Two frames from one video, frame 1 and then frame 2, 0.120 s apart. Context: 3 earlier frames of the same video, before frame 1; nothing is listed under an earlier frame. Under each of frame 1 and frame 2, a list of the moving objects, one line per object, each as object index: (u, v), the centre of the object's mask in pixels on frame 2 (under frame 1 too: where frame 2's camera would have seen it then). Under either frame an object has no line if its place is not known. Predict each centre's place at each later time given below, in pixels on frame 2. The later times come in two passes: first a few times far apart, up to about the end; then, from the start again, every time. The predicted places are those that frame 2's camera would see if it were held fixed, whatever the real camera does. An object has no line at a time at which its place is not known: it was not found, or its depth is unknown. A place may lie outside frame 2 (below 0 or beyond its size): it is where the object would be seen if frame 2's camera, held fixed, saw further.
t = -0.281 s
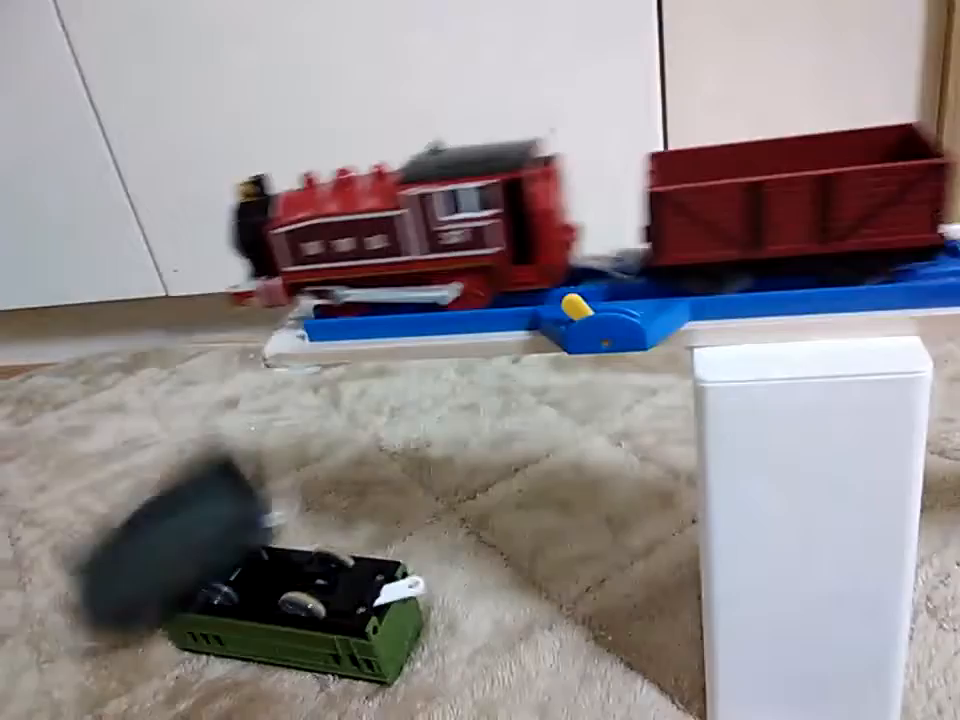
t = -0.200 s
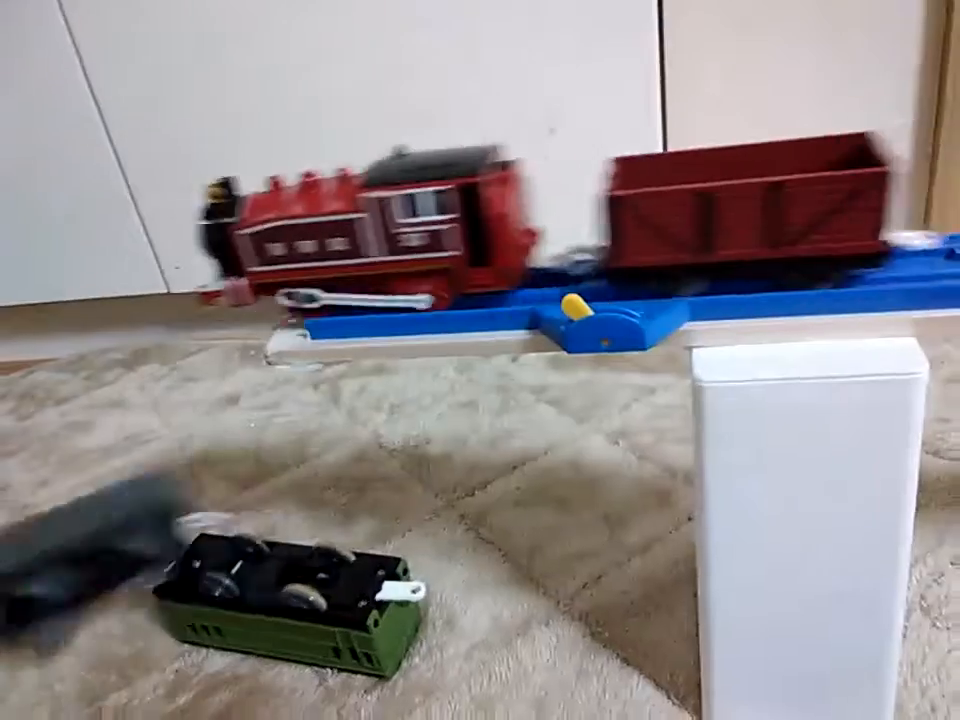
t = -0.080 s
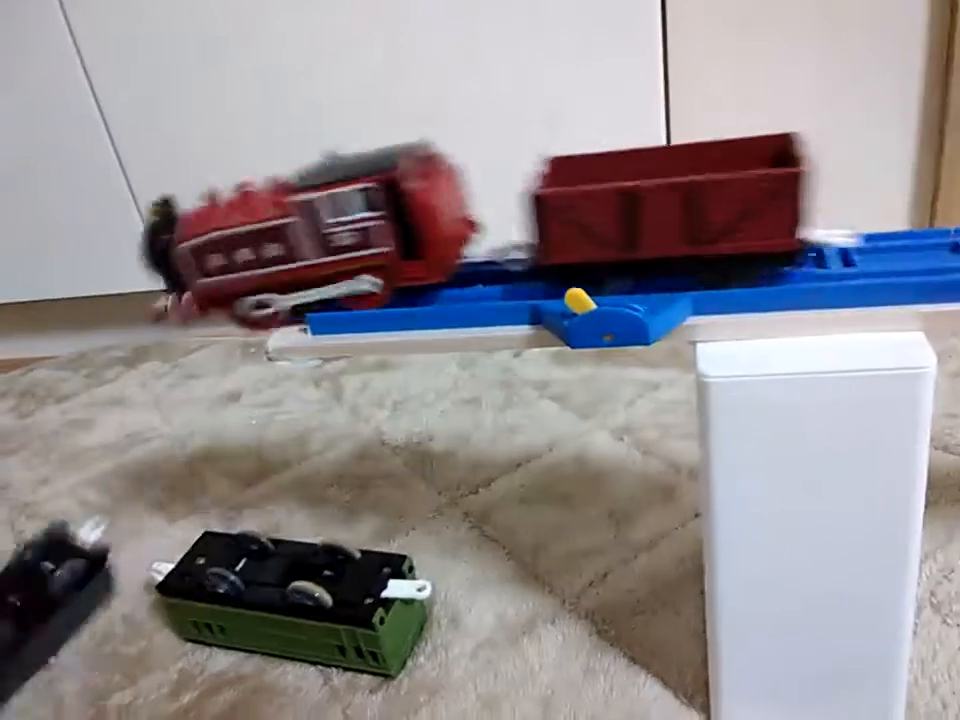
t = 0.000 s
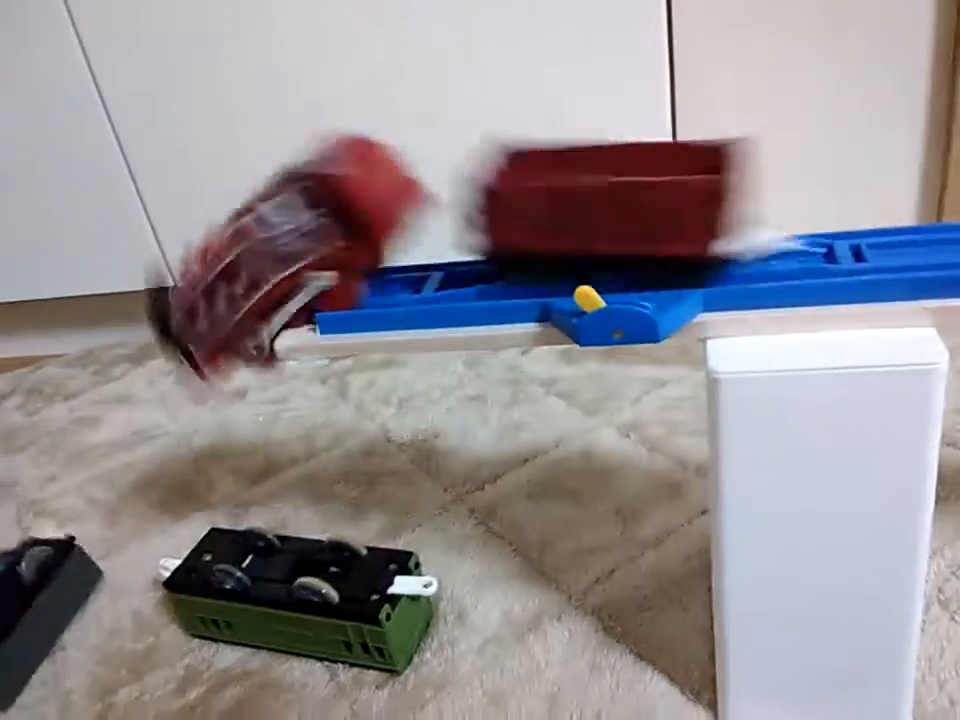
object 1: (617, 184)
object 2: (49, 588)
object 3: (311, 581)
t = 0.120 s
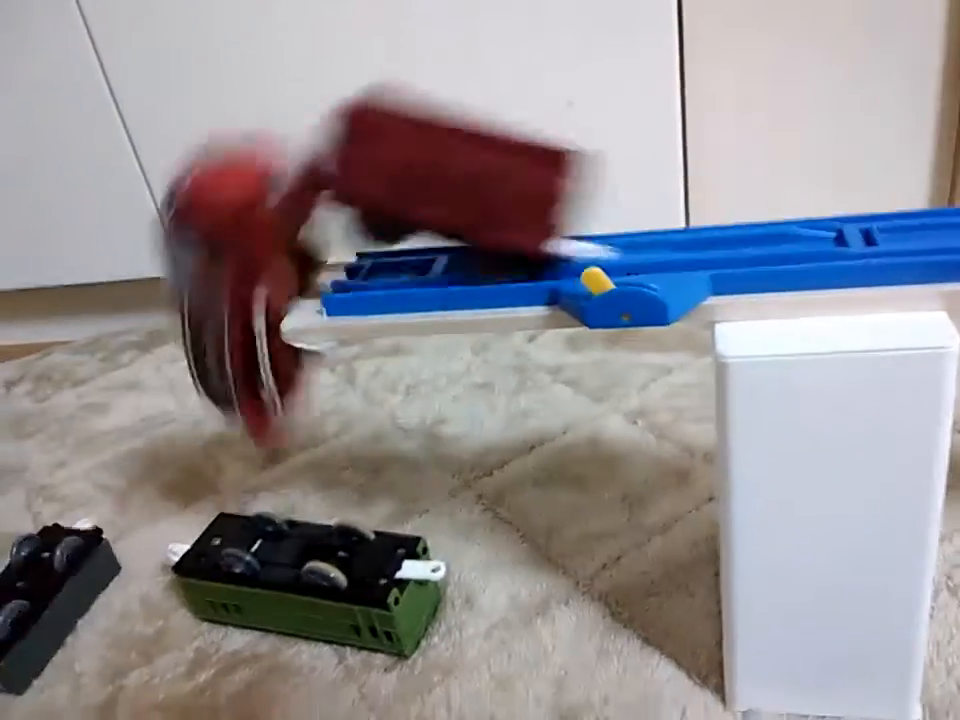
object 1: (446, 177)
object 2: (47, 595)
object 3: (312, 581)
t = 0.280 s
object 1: (160, 283)
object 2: (41, 602)
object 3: (325, 567)
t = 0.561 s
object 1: (67, 454)
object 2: (21, 599)
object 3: (360, 524)
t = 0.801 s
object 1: (83, 455)
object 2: (22, 603)
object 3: (357, 531)
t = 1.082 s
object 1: (78, 511)
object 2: (25, 607)
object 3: (355, 533)
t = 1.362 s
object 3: (355, 532)
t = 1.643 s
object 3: (355, 533)
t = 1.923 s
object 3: (355, 533)
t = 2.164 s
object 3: (355, 533)
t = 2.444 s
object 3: (354, 533)
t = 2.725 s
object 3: (355, 533)
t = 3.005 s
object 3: (354, 533)
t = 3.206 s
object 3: (354, 533)
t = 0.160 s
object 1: (385, 200)
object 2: (45, 596)
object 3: (312, 581)
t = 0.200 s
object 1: (318, 220)
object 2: (41, 596)
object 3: (315, 582)
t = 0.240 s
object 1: (223, 248)
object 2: (40, 601)
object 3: (321, 573)
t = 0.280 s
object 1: (160, 283)
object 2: (41, 602)
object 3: (325, 567)
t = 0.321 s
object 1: (113, 358)
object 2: (41, 602)
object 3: (323, 556)
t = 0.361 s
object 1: (67, 469)
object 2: (41, 603)
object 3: (331, 556)
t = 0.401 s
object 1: (49, 470)
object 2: (29, 605)
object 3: (335, 549)
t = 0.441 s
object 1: (47, 451)
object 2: (24, 600)
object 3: (341, 542)
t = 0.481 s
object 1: (55, 457)
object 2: (23, 603)
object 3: (350, 536)
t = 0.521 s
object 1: (59, 468)
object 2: (20, 603)
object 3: (358, 528)
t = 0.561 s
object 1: (67, 454)
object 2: (21, 599)
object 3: (360, 524)
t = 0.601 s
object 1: (67, 446)
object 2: (25, 601)
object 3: (358, 528)
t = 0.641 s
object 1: (67, 443)
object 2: (25, 600)
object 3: (353, 534)
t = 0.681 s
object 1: (75, 445)
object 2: (23, 602)
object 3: (351, 535)
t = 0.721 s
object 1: (87, 446)
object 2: (24, 602)
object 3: (354, 534)
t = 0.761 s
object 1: (85, 450)
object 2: (23, 603)
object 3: (356, 531)
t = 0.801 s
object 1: (83, 455)
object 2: (22, 603)
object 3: (357, 531)
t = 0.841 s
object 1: (80, 464)
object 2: (22, 603)
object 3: (355, 533)
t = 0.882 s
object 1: (73, 476)
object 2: (22, 605)
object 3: (355, 533)
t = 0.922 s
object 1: (74, 493)
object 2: (21, 606)
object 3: (356, 532)
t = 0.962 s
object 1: (79, 504)
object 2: (19, 609)
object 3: (355, 532)
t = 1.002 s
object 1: (77, 510)
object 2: (19, 610)
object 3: (355, 533)
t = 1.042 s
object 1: (76, 512)
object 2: (20, 608)
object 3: (355, 533)
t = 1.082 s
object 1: (78, 511)
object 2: (25, 607)
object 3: (355, 533)
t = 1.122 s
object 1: (79, 510)
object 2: (27, 607)
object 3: (355, 533)
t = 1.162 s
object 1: (77, 512)
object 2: (24, 608)
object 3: (355, 533)
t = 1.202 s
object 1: (76, 515)
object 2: (20, 611)
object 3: (354, 533)
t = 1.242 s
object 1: (76, 514)
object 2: (17, 611)
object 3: (355, 533)
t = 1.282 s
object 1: (78, 514)
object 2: (14, 612)
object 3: (355, 533)
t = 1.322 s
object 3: (355, 532)
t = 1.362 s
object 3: (355, 532)
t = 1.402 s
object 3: (355, 533)
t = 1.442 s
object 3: (355, 533)
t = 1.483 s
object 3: (355, 533)
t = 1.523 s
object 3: (355, 533)
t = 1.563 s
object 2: (4, 618)
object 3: (355, 533)
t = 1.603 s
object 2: (5, 616)
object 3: (355, 533)
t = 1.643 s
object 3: (355, 533)
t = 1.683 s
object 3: (355, 533)
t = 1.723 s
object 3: (355, 533)
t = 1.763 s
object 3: (354, 533)
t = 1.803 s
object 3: (355, 533)
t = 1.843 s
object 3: (355, 533)
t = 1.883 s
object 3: (355, 533)
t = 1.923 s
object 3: (355, 533)
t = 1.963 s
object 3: (355, 533)
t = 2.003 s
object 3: (355, 533)
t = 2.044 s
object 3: (354, 533)
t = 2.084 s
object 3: (355, 533)
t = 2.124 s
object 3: (355, 533)
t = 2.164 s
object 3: (355, 533)
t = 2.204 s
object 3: (355, 533)
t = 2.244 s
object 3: (355, 533)
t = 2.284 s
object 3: (354, 533)
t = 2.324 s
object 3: (355, 533)
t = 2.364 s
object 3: (355, 533)
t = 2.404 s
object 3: (354, 533)
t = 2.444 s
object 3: (354, 533)
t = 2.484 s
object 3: (354, 533)
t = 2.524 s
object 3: (355, 533)
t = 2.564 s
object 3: (354, 533)
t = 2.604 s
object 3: (354, 533)
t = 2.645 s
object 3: (354, 533)
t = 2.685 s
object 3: (355, 533)
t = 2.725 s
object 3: (355, 533)
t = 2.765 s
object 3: (355, 533)
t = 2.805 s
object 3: (354, 533)
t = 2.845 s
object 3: (355, 533)
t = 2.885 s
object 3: (354, 533)
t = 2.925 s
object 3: (355, 533)
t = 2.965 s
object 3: (354, 533)
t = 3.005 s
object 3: (354, 533)
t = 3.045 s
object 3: (355, 533)
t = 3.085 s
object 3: (354, 533)
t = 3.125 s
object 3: (355, 533)
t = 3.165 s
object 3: (354, 533)
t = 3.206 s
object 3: (354, 533)
